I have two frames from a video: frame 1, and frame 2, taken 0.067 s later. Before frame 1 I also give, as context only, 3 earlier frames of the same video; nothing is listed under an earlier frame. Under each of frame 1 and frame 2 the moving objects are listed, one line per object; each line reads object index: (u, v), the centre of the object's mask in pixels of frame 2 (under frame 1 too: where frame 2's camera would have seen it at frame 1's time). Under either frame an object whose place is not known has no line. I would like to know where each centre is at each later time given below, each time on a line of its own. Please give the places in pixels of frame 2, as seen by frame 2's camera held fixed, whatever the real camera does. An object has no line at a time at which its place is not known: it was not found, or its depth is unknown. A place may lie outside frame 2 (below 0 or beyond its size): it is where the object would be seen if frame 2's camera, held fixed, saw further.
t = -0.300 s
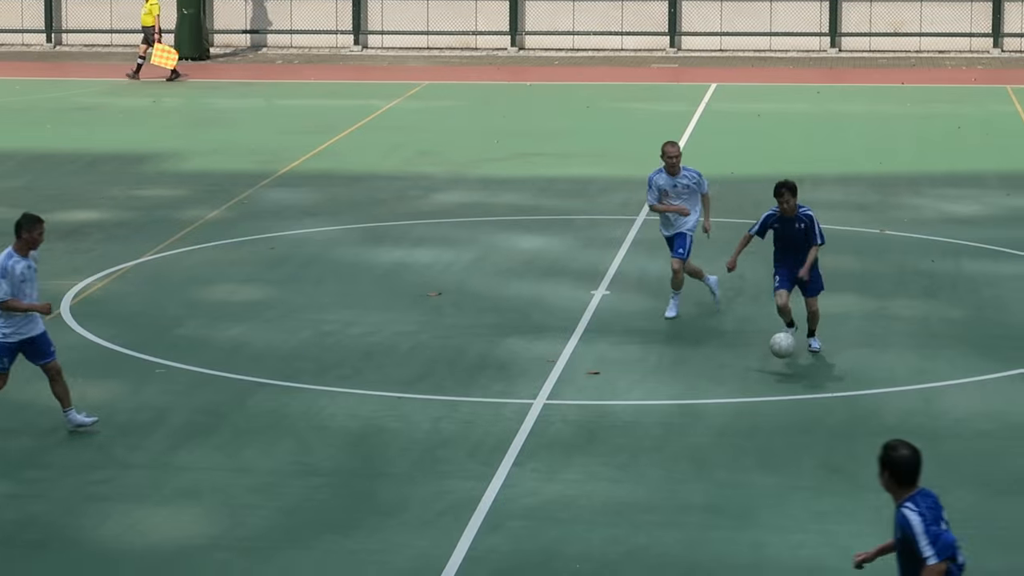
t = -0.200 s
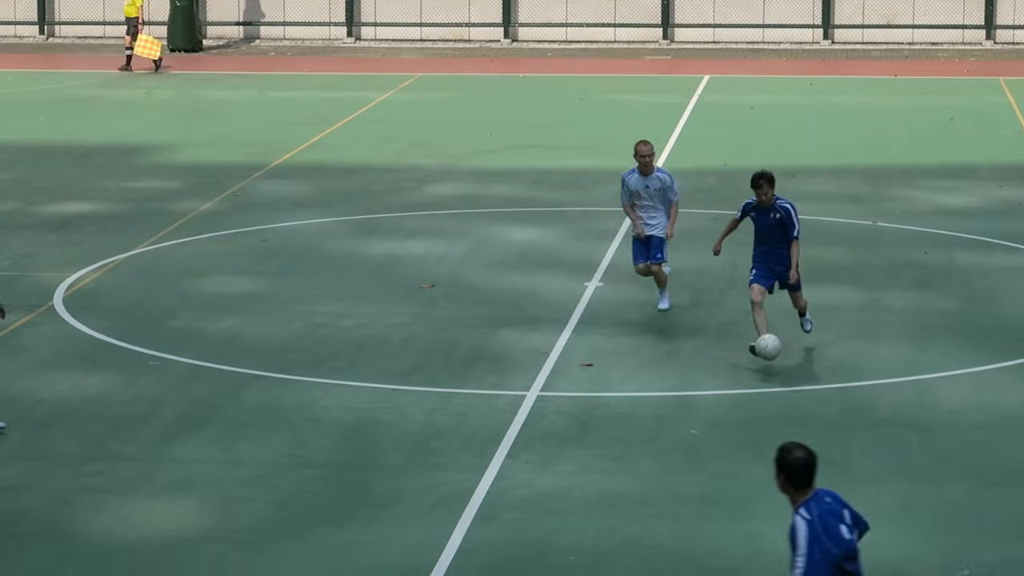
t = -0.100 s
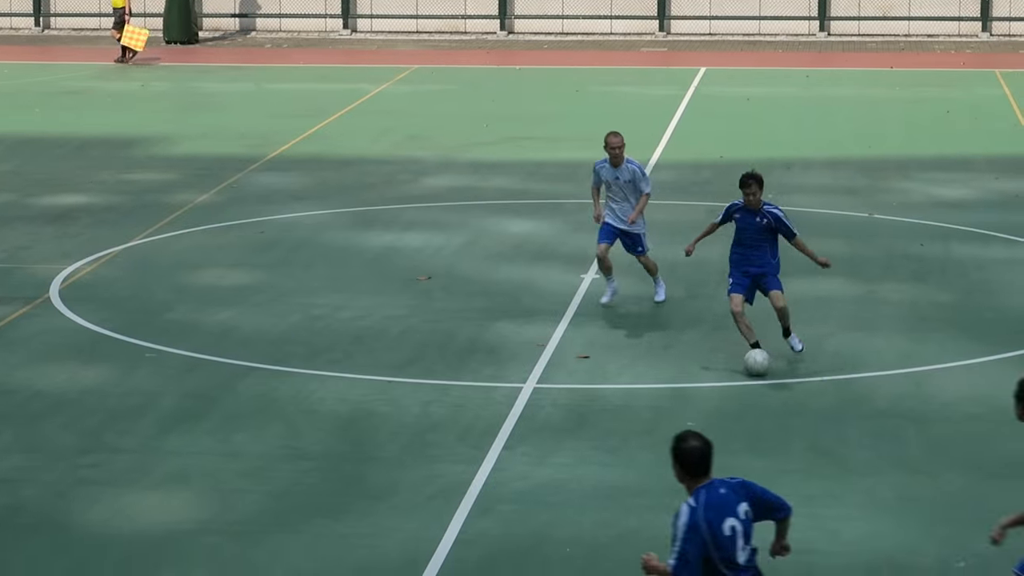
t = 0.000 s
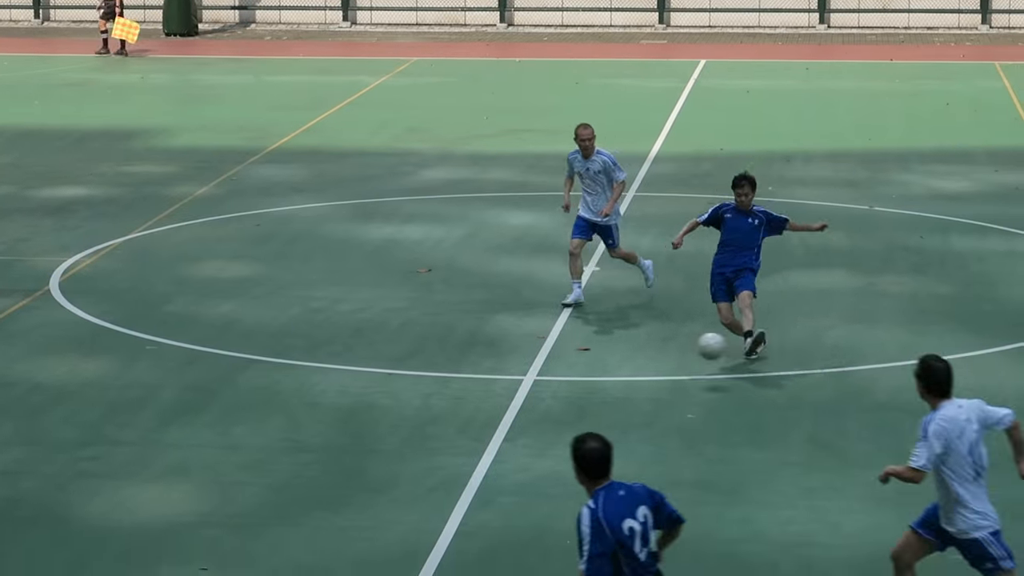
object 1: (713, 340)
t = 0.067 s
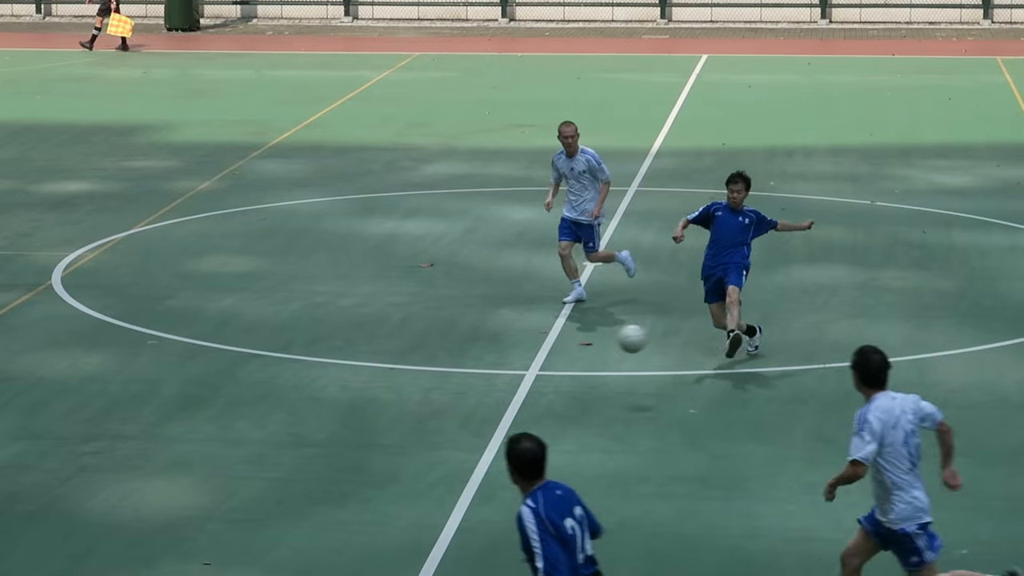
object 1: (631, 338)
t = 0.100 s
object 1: (588, 339)
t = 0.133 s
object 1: (544, 342)
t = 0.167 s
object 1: (499, 346)
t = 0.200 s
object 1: (451, 352)
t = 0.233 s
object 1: (401, 361)
